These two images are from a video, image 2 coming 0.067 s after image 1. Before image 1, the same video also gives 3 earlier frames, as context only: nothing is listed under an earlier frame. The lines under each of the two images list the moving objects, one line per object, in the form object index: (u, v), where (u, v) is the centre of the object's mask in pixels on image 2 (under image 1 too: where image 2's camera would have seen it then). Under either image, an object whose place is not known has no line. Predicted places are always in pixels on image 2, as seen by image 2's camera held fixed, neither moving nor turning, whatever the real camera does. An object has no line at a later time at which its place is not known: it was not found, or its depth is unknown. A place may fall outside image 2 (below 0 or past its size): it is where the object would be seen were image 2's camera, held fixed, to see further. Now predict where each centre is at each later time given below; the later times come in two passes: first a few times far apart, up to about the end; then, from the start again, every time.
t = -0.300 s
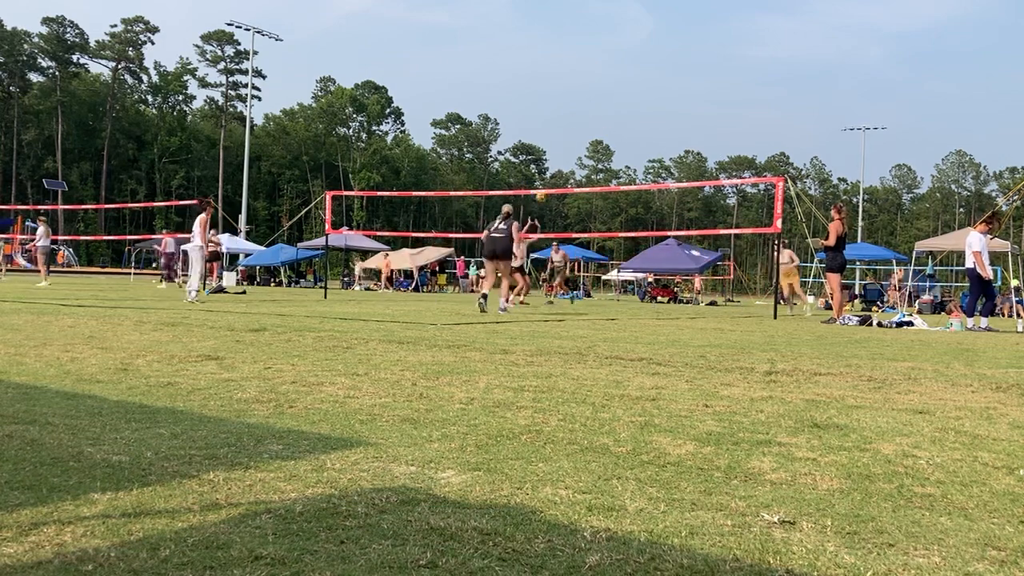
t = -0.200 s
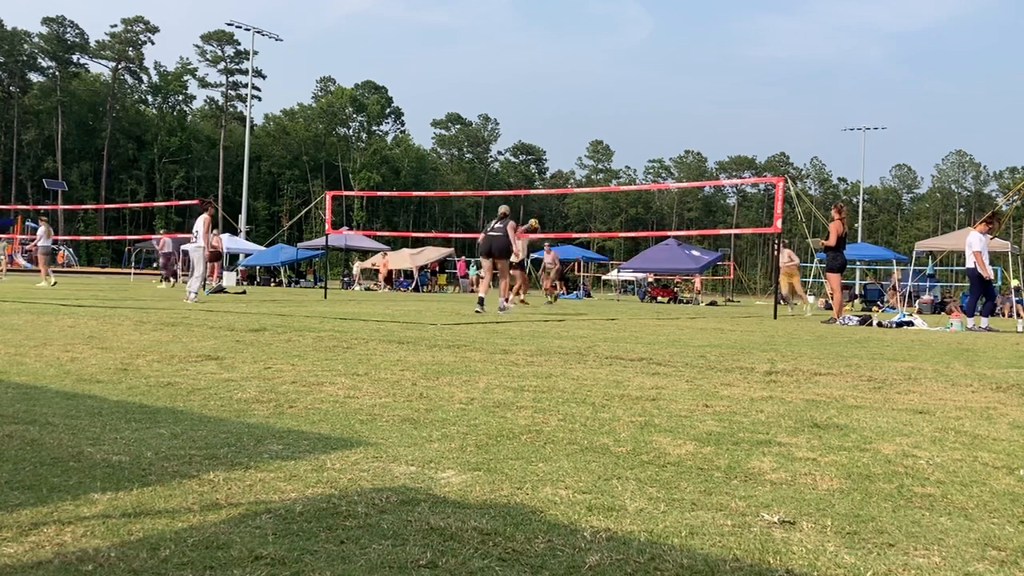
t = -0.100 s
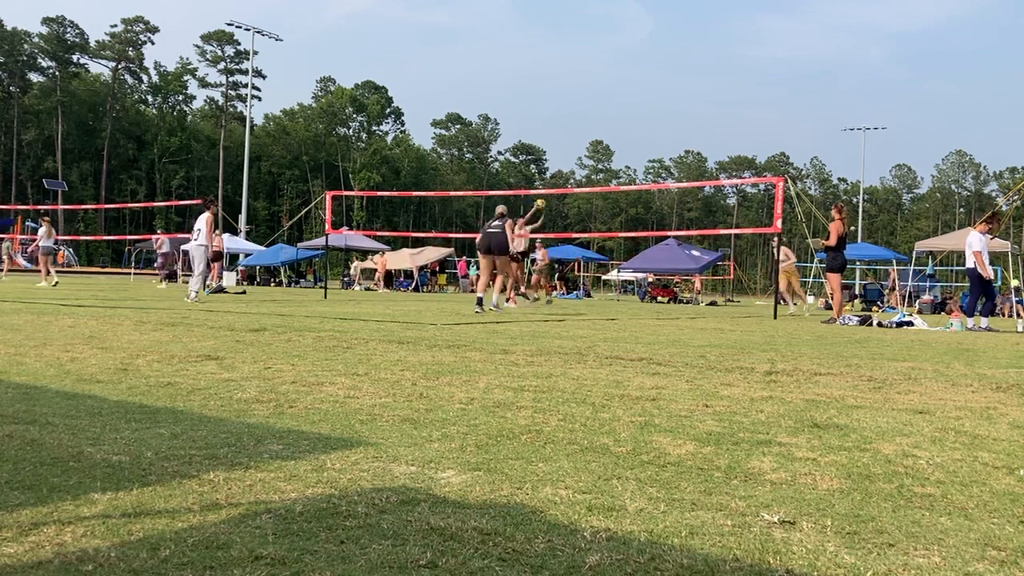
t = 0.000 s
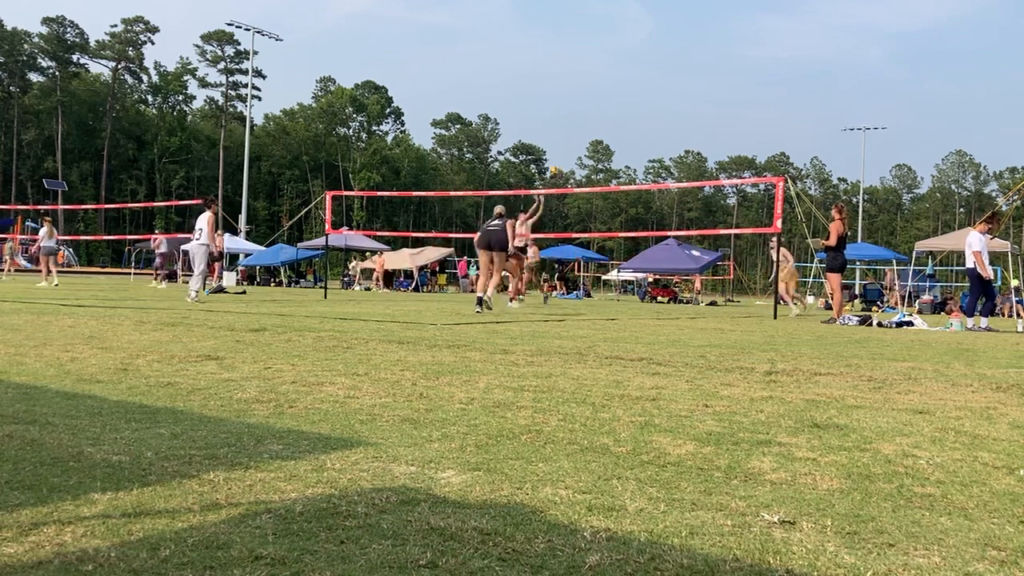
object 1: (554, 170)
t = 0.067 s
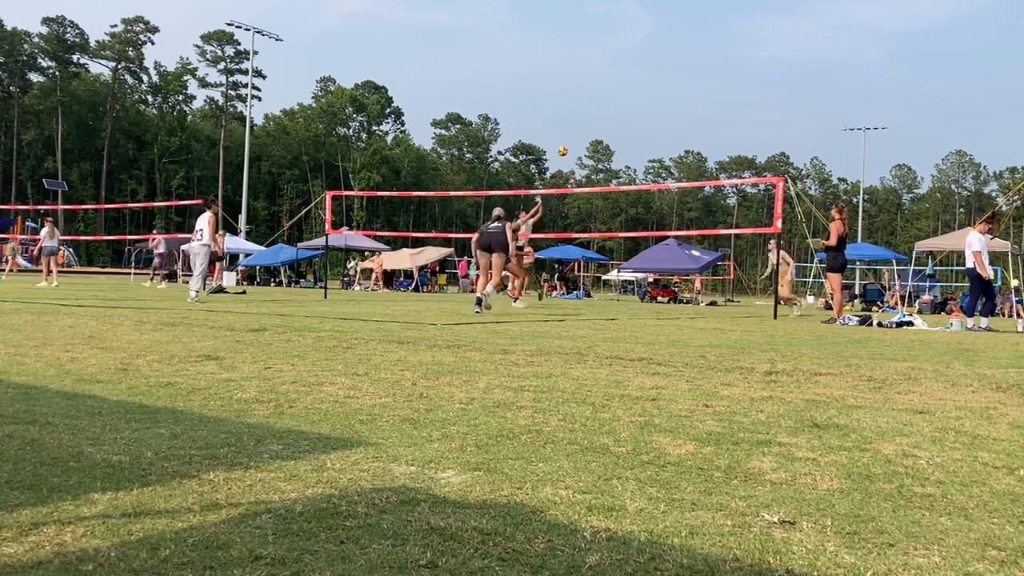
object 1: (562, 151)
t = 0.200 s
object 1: (579, 117)
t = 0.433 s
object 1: (607, 80)
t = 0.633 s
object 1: (629, 69)
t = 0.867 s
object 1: (653, 80)
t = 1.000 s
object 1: (665, 99)
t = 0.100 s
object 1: (566, 142)
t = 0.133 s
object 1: (570, 133)
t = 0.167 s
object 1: (575, 125)
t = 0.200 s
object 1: (579, 117)
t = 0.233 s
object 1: (583, 110)
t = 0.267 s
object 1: (587, 104)
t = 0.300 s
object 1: (591, 98)
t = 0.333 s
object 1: (595, 93)
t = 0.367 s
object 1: (599, 88)
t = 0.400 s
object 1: (603, 83)
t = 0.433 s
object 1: (607, 80)
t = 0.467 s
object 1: (610, 76)
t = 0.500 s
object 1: (614, 73)
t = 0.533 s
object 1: (618, 71)
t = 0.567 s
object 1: (622, 70)
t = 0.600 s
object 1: (625, 69)
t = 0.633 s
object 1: (629, 69)
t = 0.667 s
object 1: (632, 69)
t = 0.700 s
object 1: (636, 69)
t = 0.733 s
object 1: (639, 70)
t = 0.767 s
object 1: (642, 72)
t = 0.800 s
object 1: (646, 74)
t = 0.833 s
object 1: (649, 77)
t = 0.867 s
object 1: (653, 80)
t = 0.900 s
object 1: (656, 84)
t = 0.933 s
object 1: (659, 89)
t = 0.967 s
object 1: (662, 94)
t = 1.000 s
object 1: (665, 99)
